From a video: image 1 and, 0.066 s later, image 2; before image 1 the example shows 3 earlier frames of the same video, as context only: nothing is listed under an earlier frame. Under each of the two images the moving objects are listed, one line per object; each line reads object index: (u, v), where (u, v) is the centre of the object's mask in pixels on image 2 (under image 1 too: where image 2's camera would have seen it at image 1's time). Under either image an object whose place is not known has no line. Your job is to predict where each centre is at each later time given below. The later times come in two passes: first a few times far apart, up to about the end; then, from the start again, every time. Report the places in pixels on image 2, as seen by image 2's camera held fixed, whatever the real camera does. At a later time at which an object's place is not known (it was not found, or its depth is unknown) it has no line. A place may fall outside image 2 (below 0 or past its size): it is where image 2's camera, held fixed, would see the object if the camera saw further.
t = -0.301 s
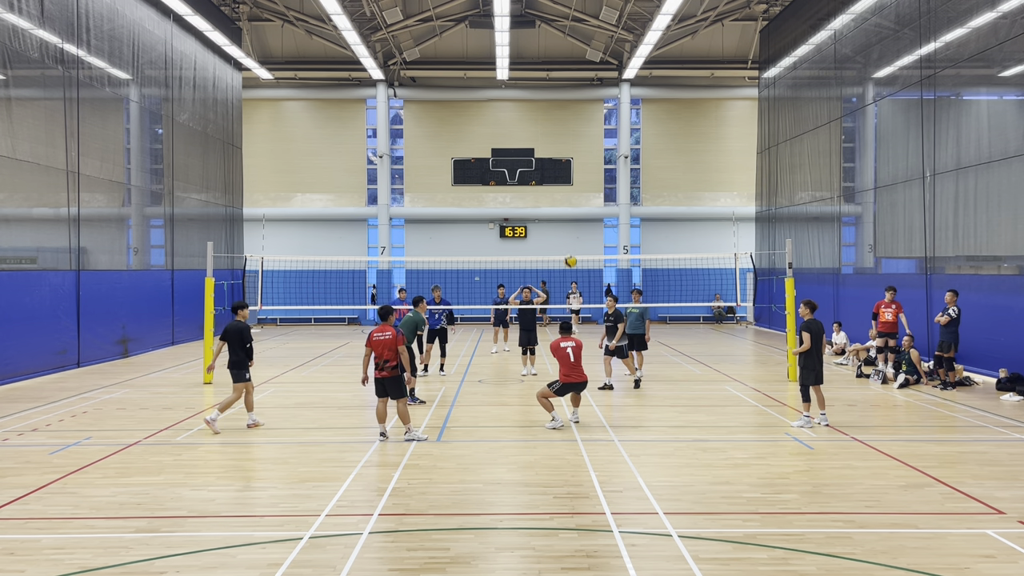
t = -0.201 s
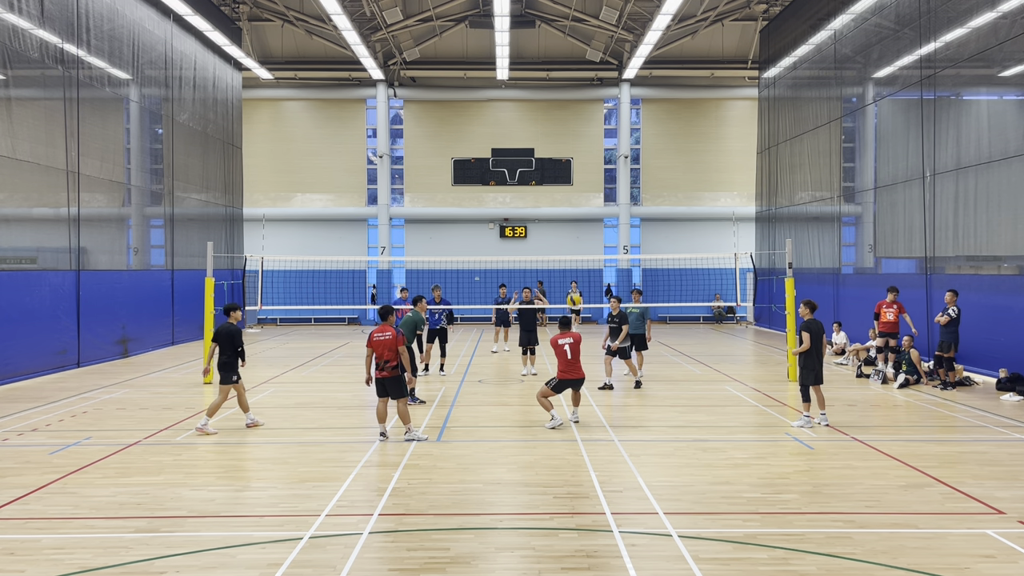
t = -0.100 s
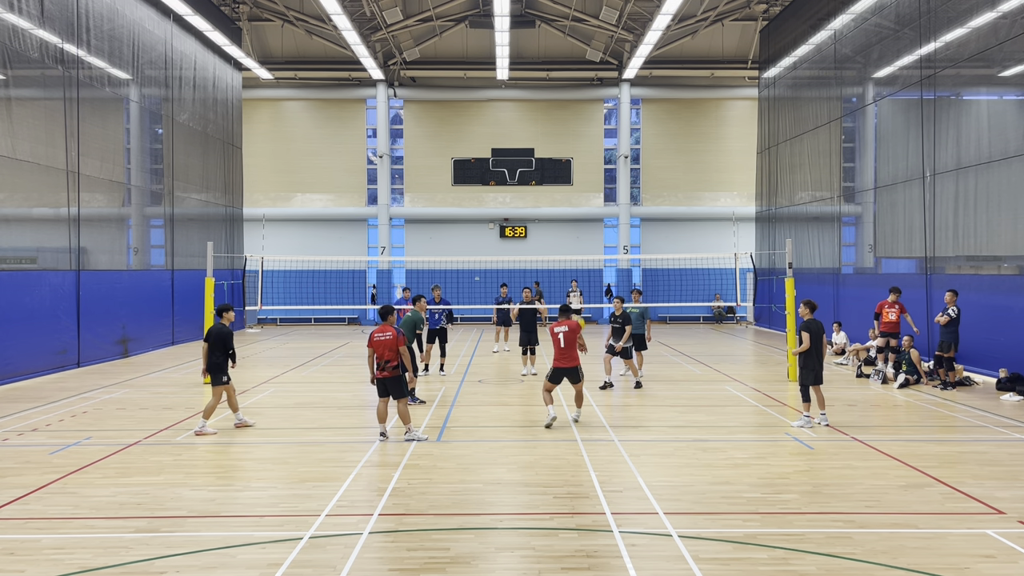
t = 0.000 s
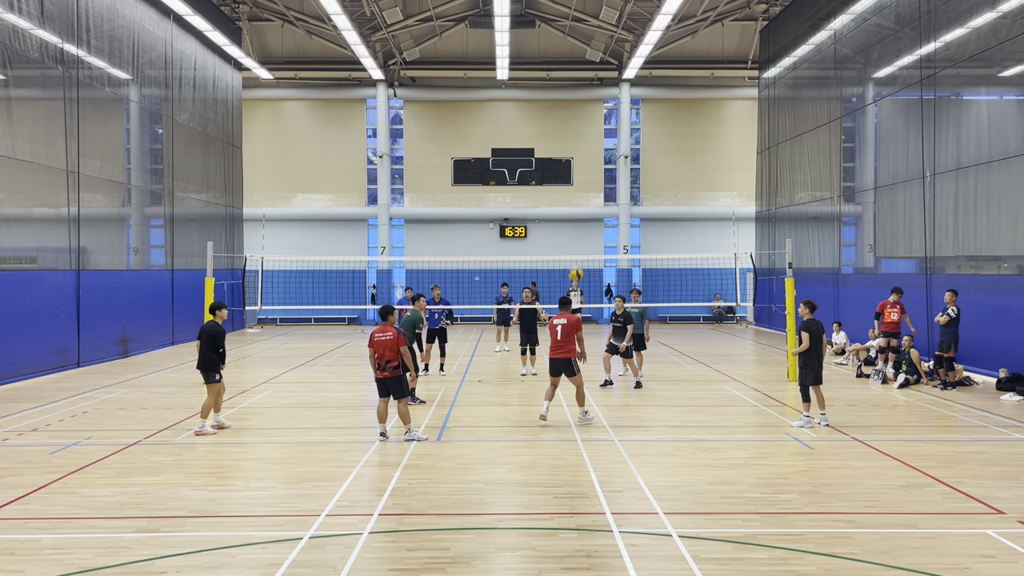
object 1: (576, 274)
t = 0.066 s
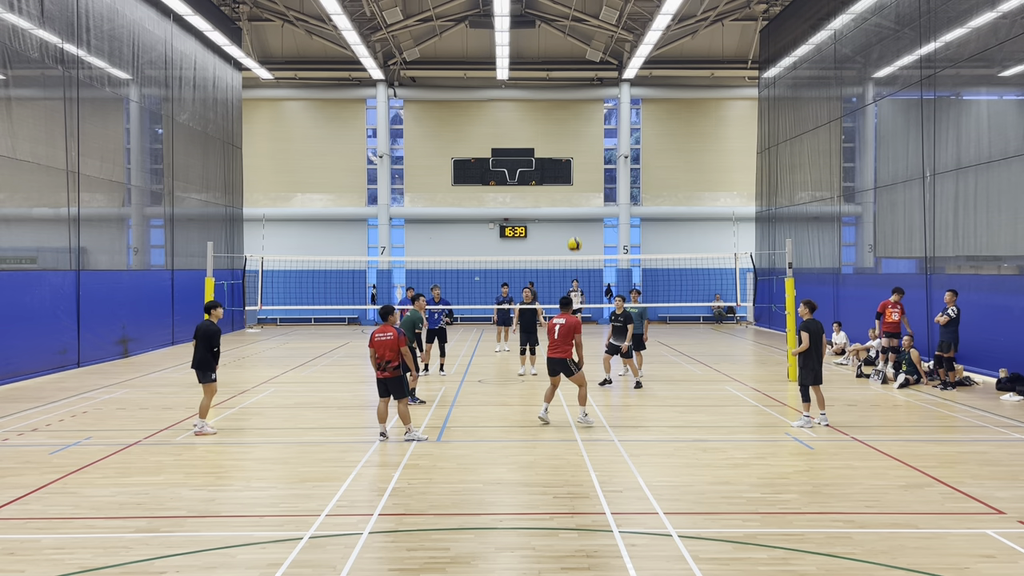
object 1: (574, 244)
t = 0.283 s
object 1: (570, 173)
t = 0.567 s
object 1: (566, 130)
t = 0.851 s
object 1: (562, 140)
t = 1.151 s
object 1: (558, 203)
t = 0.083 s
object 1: (574, 237)
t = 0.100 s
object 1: (574, 231)
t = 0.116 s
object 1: (573, 225)
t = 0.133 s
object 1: (573, 219)
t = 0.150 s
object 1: (573, 213)
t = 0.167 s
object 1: (572, 207)
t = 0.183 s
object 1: (572, 202)
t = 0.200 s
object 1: (571, 197)
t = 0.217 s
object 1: (571, 191)
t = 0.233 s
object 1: (571, 186)
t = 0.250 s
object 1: (571, 182)
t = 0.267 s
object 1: (570, 177)
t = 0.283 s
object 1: (570, 173)
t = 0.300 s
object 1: (570, 169)
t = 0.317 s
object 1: (569, 165)
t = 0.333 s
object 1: (569, 162)
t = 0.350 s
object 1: (569, 158)
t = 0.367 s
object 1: (569, 155)
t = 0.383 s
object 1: (569, 151)
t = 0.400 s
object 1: (568, 149)
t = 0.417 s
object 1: (568, 146)
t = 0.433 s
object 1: (568, 144)
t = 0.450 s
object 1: (568, 141)
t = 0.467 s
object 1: (567, 139)
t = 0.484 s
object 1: (567, 137)
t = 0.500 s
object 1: (567, 136)
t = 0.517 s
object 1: (567, 134)
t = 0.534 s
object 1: (566, 133)
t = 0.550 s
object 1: (566, 131)
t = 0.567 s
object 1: (566, 130)
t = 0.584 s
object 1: (566, 130)
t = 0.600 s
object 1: (565, 129)
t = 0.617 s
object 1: (565, 128)
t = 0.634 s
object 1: (565, 128)
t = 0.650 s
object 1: (565, 128)
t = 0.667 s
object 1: (565, 128)
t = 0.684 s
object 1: (564, 128)
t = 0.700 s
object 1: (564, 129)
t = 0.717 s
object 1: (564, 129)
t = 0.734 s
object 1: (564, 130)
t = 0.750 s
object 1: (563, 131)
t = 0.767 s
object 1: (563, 132)
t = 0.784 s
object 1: (563, 133)
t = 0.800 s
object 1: (563, 135)
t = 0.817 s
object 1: (562, 136)
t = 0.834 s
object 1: (562, 138)
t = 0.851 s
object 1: (562, 140)
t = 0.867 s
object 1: (562, 142)
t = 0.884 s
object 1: (562, 145)
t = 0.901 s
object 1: (561, 147)
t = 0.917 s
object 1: (561, 150)
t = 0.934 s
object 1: (561, 153)
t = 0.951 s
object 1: (561, 156)
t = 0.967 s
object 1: (560, 159)
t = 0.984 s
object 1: (560, 162)
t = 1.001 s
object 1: (560, 166)
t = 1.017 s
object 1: (560, 169)
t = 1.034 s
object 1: (559, 173)
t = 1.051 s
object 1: (559, 177)
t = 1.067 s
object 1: (559, 180)
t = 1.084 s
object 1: (559, 185)
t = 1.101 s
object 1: (559, 189)
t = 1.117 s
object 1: (558, 194)
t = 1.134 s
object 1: (558, 199)
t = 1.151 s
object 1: (558, 203)
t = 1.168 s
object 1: (558, 209)
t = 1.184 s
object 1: (557, 214)
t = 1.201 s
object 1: (557, 219)
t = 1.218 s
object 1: (557, 224)
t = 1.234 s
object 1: (557, 230)
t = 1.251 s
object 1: (557, 235)
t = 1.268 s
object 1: (557, 241)
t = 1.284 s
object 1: (556, 248)
